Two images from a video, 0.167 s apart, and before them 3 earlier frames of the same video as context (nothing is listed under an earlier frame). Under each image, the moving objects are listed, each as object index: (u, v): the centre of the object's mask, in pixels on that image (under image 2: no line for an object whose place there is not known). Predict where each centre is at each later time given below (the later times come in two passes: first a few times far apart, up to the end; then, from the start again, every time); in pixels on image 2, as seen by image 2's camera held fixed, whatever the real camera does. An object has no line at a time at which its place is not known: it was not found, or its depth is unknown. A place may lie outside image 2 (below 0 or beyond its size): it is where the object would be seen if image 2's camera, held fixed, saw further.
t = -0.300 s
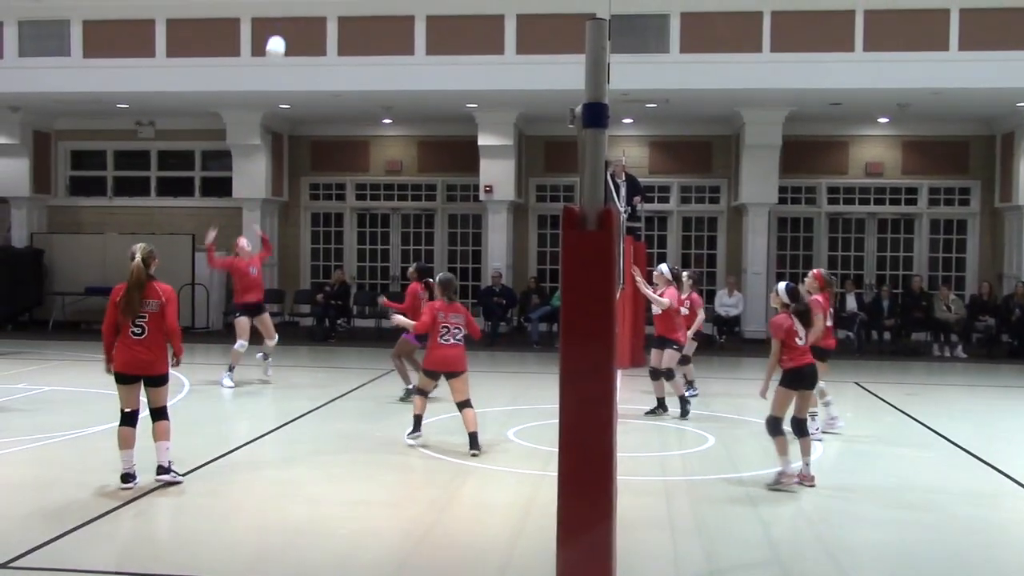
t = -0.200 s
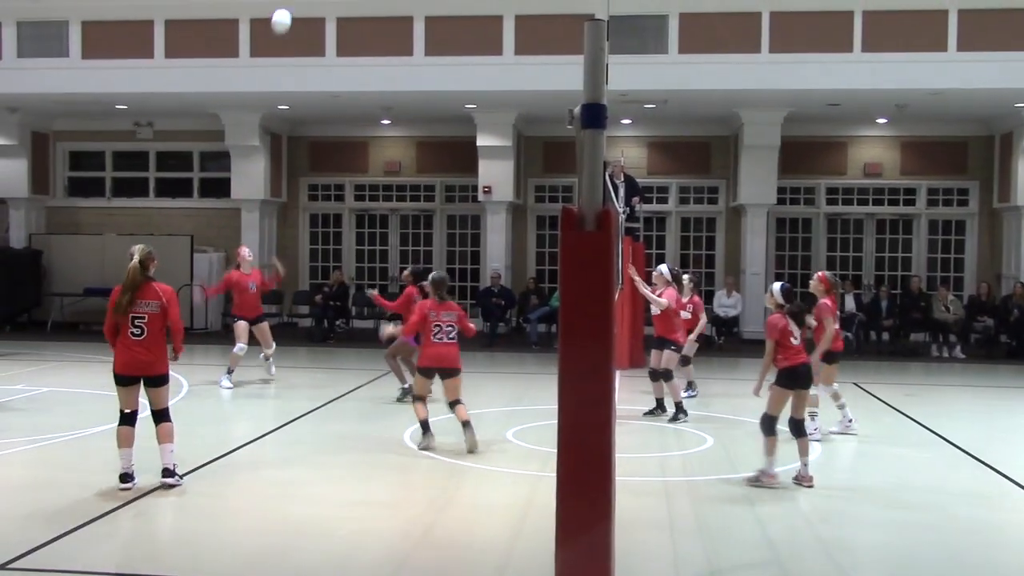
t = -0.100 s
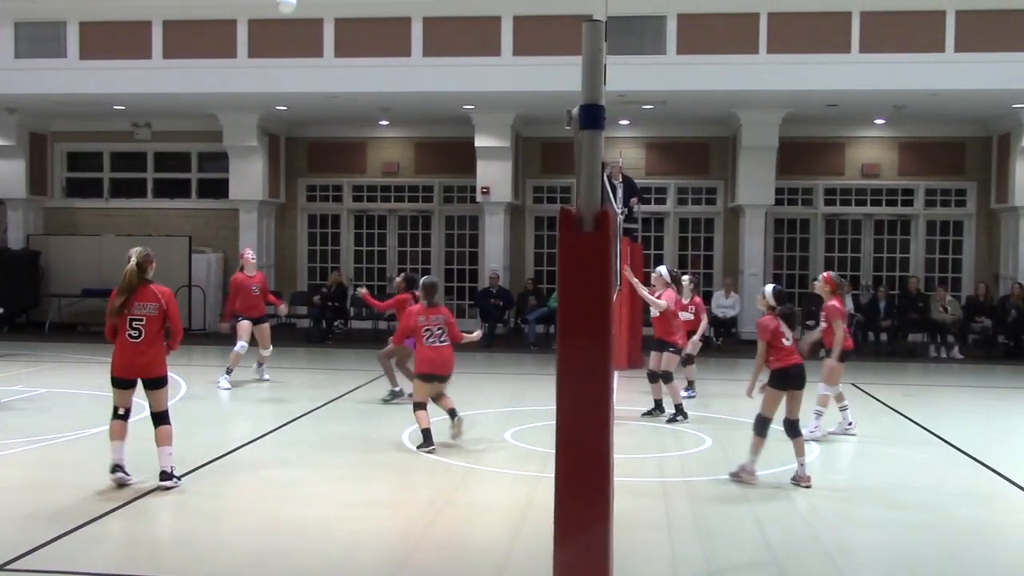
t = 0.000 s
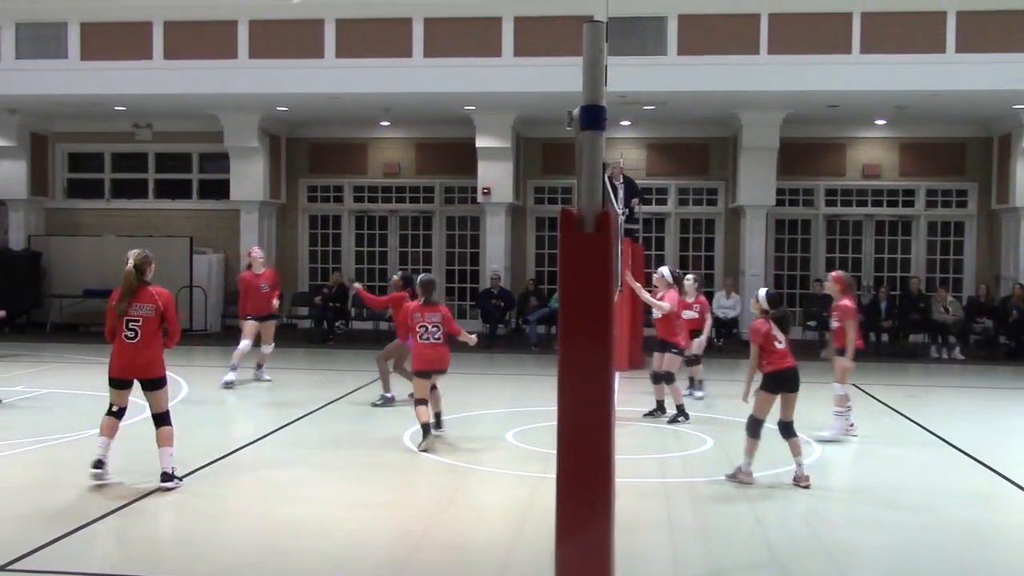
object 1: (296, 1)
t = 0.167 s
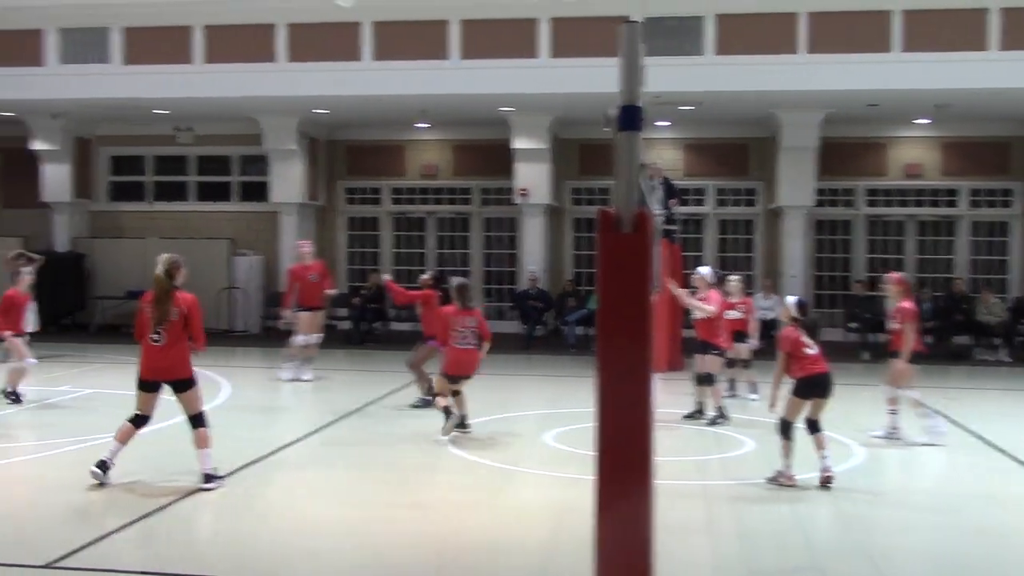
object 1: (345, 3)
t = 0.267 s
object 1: (353, 9)
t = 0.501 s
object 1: (371, 74)
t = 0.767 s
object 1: (395, 217)
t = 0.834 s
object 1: (400, 263)
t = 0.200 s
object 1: (348, 4)
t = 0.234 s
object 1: (352, 6)
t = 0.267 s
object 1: (353, 9)
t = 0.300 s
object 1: (356, 14)
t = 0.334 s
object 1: (358, 22)
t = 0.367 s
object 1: (361, 30)
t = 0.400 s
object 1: (363, 39)
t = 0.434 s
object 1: (366, 49)
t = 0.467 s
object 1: (368, 61)
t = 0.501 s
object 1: (371, 74)
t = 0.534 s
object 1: (374, 90)
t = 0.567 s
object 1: (377, 105)
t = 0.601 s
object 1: (380, 120)
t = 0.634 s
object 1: (383, 138)
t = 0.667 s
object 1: (386, 156)
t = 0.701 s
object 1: (389, 176)
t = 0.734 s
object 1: (392, 196)
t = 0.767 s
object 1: (395, 217)
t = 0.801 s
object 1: (398, 239)
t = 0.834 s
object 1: (400, 263)
